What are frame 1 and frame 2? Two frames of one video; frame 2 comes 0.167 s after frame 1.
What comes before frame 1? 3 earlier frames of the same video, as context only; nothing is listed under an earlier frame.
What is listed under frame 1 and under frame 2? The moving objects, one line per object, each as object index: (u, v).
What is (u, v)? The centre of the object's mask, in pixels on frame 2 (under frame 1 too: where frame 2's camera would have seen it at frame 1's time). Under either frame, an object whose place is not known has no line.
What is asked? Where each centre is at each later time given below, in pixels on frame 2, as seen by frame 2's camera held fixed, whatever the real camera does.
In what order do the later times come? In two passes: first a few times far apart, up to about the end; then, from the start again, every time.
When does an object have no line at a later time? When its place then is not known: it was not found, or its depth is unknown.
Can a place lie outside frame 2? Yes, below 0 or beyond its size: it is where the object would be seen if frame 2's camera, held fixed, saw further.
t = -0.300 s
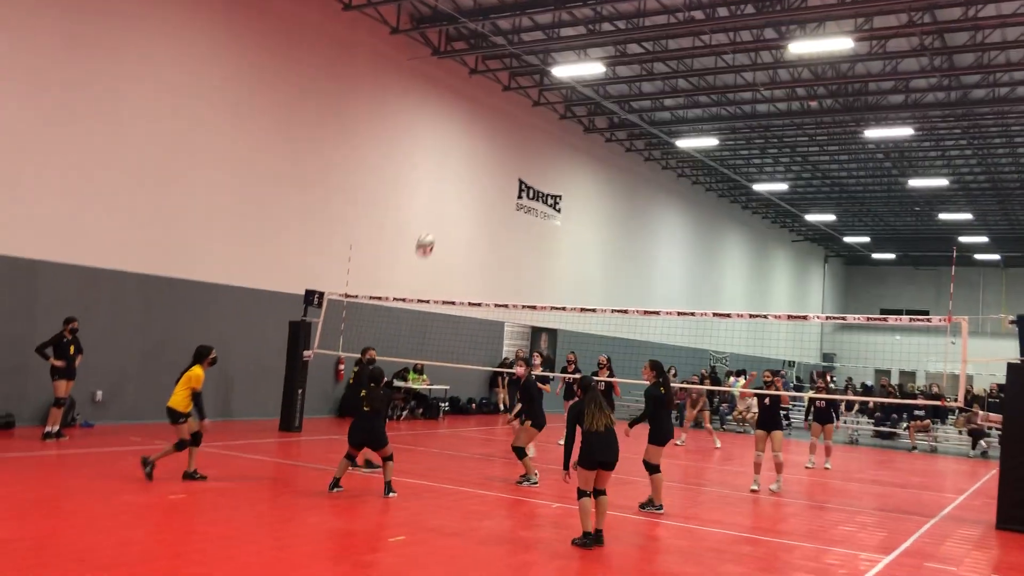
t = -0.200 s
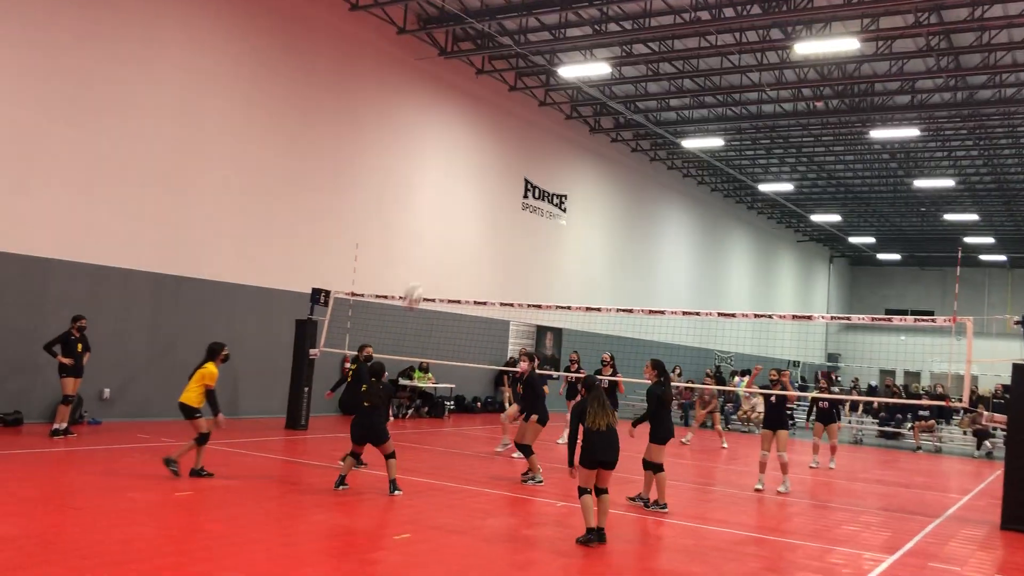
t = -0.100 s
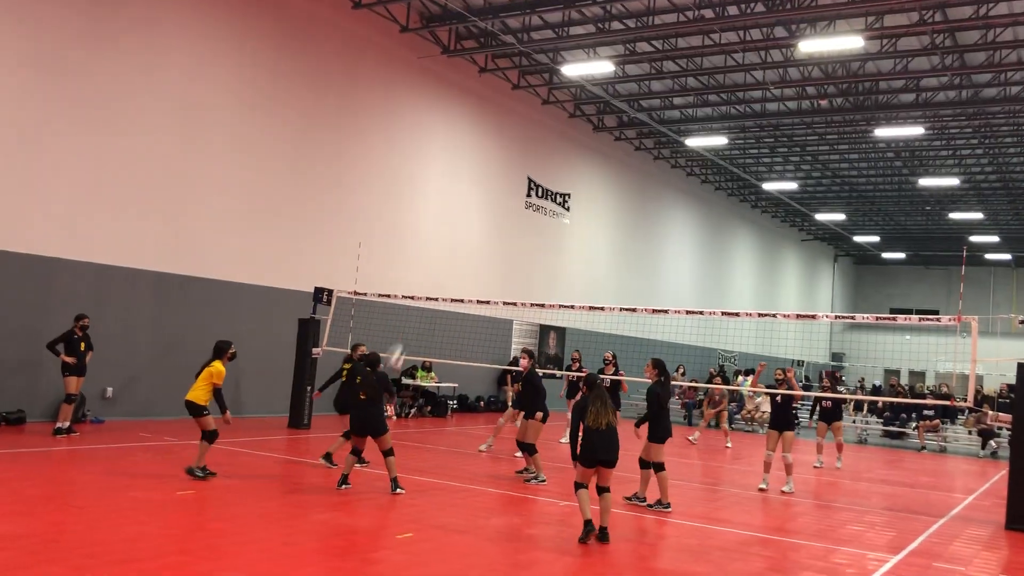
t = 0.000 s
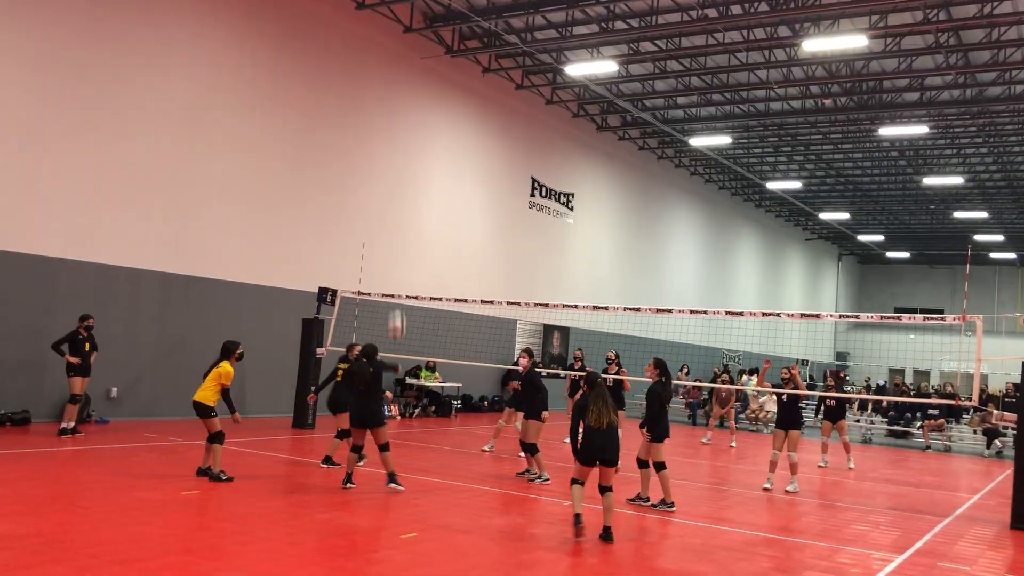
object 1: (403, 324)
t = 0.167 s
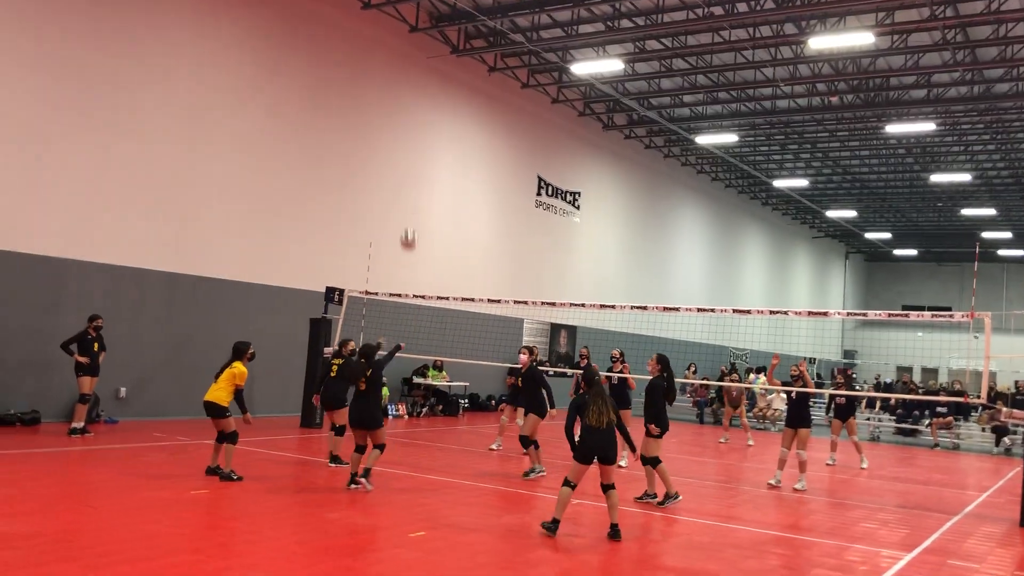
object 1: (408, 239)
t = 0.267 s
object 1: (411, 203)
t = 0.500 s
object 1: (410, 154)
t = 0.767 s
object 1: (405, 154)
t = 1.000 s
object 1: (399, 196)
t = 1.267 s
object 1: (388, 288)
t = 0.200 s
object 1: (410, 225)
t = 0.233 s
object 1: (411, 214)
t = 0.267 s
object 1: (411, 203)
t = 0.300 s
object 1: (411, 193)
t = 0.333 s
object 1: (411, 184)
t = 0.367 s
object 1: (411, 175)
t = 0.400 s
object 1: (411, 168)
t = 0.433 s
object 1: (411, 163)
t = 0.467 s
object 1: (411, 158)
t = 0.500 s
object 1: (410, 154)
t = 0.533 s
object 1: (410, 151)
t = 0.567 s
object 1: (409, 149)
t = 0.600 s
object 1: (409, 147)
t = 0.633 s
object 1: (409, 147)
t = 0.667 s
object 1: (409, 148)
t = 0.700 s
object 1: (408, 149)
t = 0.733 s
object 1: (406, 151)
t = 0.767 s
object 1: (405, 154)
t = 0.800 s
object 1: (404, 158)
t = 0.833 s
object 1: (404, 162)
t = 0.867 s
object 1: (403, 167)
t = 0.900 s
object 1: (402, 173)
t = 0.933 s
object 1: (401, 180)
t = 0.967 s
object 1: (400, 187)
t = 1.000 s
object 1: (399, 196)
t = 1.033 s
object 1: (398, 206)
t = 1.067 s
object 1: (397, 216)
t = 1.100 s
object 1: (395, 226)
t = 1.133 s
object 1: (394, 237)
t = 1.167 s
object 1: (392, 249)
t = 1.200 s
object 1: (391, 261)
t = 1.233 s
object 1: (389, 274)
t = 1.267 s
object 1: (388, 288)
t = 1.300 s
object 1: (388, 304)
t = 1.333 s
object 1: (386, 319)
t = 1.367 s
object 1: (384, 335)
